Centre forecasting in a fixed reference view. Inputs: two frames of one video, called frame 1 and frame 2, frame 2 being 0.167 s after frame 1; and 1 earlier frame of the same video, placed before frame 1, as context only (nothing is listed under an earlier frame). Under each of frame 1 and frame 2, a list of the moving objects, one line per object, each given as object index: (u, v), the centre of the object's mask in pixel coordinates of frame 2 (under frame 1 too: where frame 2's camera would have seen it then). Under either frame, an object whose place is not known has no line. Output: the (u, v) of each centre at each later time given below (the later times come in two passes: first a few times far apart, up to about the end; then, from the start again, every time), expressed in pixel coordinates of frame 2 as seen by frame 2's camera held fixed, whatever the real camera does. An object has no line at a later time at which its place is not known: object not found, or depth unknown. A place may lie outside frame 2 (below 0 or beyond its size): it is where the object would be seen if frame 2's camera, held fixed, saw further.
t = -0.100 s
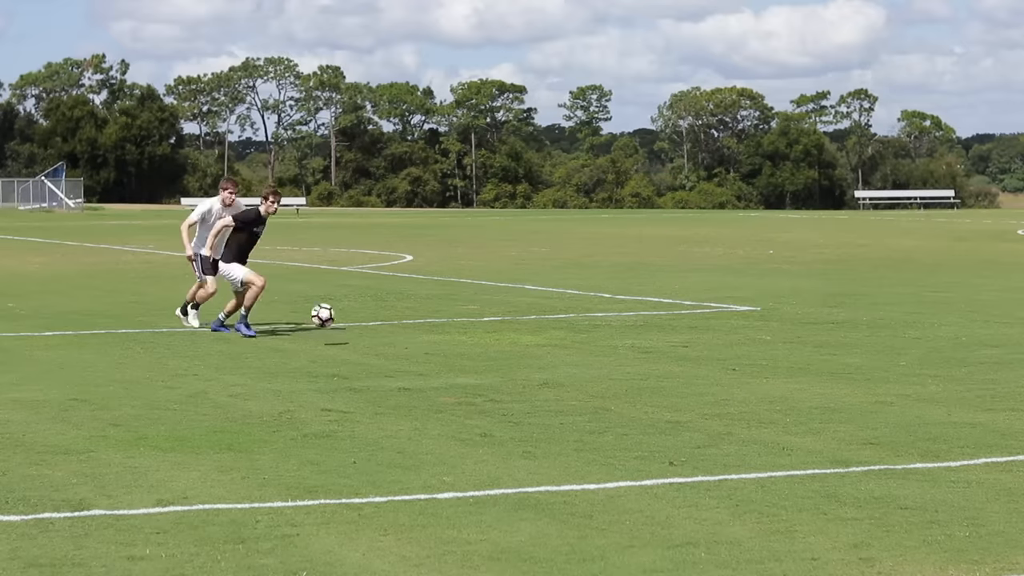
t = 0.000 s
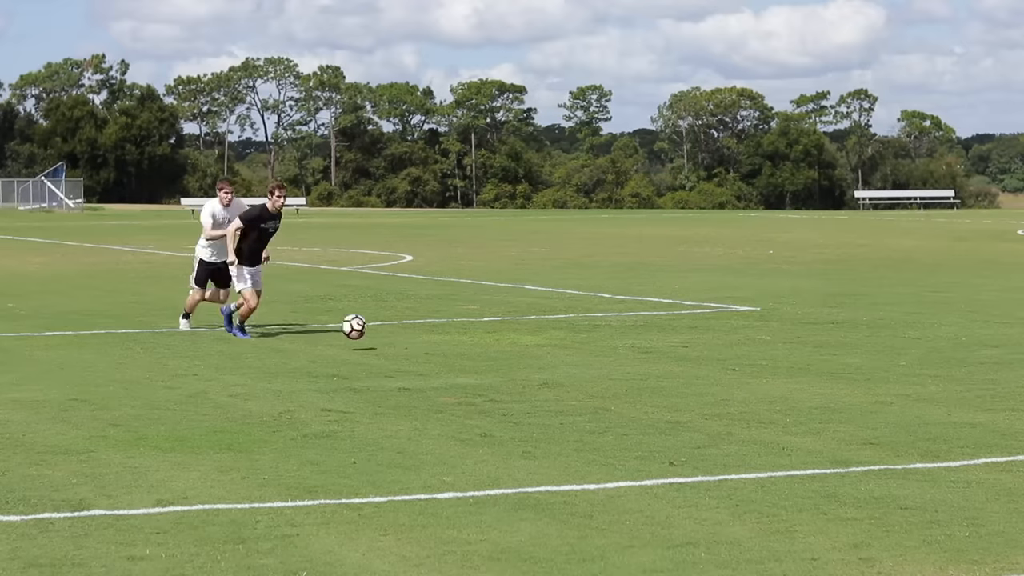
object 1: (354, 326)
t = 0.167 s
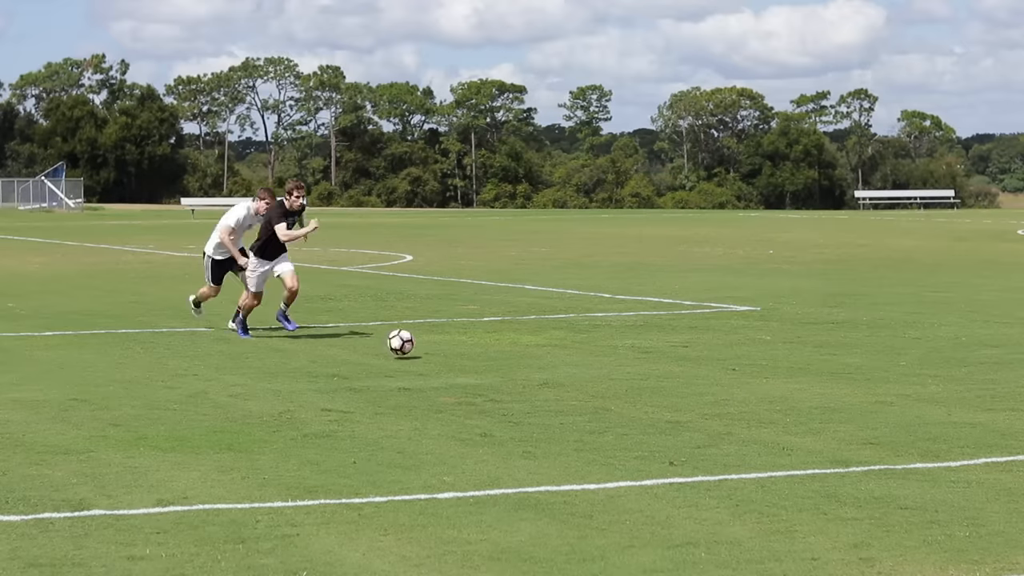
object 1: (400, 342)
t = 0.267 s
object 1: (424, 345)
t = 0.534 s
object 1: (481, 358)
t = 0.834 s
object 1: (544, 371)
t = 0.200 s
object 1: (408, 341)
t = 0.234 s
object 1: (416, 342)
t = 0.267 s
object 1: (424, 345)
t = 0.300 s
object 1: (432, 348)
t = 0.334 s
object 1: (440, 353)
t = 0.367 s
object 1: (447, 356)
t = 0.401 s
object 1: (454, 354)
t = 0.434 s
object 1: (461, 354)
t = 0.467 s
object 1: (467, 354)
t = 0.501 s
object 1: (474, 355)
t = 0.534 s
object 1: (481, 358)
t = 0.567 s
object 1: (488, 361)
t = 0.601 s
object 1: (495, 362)
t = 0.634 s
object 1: (501, 360)
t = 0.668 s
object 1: (509, 359)
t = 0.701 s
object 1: (515, 359)
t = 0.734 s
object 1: (523, 361)
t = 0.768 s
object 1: (530, 364)
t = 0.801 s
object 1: (537, 369)
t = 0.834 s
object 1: (544, 371)
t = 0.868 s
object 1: (550, 370)
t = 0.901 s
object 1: (557, 369)
